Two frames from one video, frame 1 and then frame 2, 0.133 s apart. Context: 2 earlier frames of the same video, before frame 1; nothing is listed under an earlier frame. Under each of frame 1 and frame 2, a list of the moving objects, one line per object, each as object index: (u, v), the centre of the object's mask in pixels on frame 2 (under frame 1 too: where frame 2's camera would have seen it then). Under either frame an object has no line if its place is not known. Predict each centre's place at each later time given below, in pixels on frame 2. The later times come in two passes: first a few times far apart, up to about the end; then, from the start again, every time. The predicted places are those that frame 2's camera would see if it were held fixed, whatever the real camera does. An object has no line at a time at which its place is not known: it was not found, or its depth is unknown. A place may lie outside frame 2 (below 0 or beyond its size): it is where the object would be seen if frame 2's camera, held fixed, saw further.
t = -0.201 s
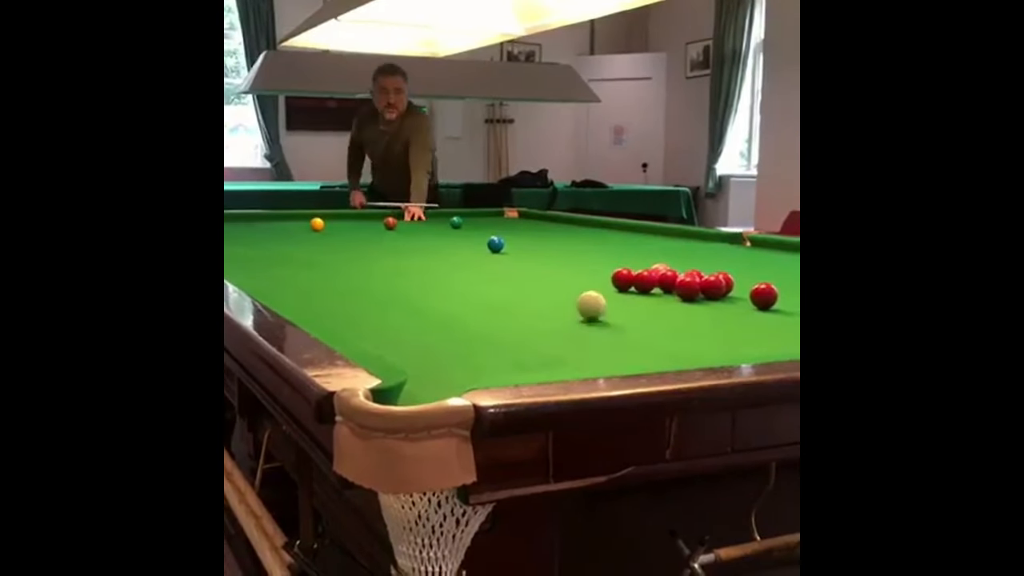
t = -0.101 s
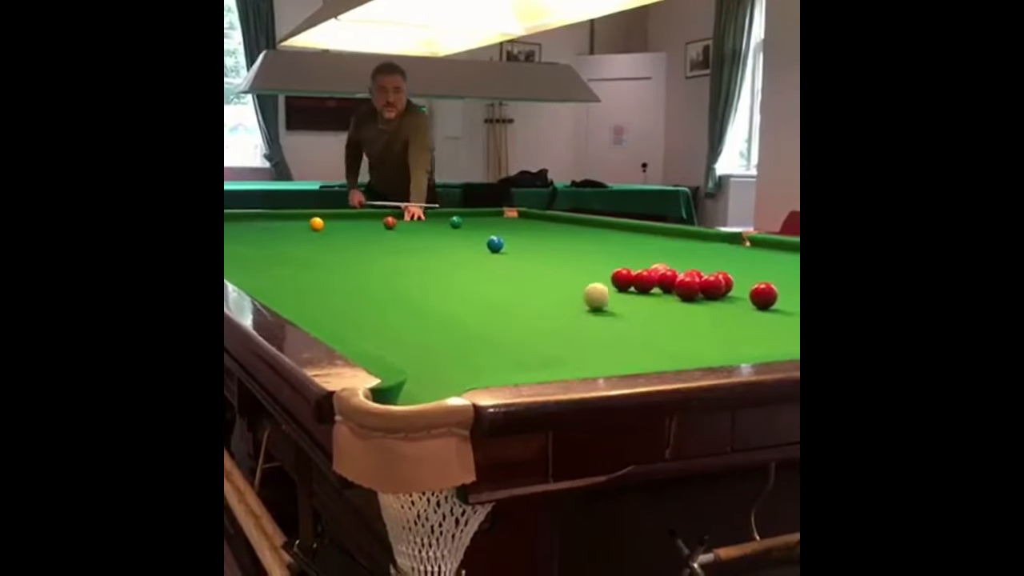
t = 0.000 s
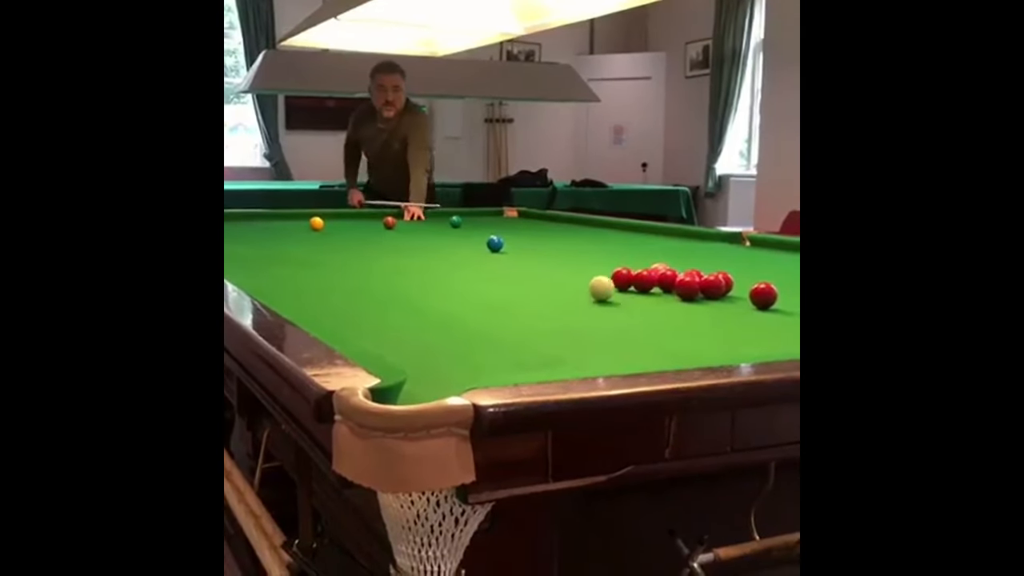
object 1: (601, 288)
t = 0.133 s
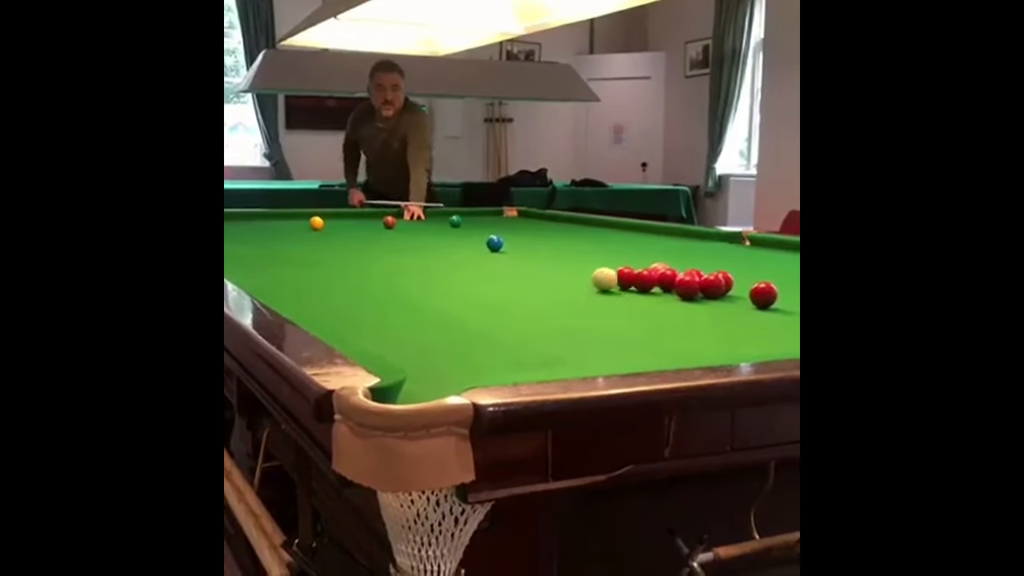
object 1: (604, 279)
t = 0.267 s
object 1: (580, 275)
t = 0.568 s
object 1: (540, 266)
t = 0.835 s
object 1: (511, 259)
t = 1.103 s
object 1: (486, 253)
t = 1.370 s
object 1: (466, 248)
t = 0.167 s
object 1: (597, 278)
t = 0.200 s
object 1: (591, 277)
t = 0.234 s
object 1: (585, 275)
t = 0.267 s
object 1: (580, 275)
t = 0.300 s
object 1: (575, 273)
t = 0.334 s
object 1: (571, 272)
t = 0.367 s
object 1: (566, 271)
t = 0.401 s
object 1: (561, 270)
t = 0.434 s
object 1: (557, 269)
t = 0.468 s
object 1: (553, 269)
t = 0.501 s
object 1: (548, 268)
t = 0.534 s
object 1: (544, 267)
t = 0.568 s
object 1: (540, 266)
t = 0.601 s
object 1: (536, 265)
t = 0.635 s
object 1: (532, 264)
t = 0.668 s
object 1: (528, 263)
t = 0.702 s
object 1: (525, 262)
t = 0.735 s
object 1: (521, 261)
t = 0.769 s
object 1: (518, 260)
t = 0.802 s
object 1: (514, 260)
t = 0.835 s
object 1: (511, 259)
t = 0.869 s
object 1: (508, 258)
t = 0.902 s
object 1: (504, 258)
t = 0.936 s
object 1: (501, 257)
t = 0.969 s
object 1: (498, 256)
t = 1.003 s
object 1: (496, 256)
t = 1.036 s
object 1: (493, 255)
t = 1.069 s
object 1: (489, 254)
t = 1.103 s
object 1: (486, 253)
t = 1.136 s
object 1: (484, 253)
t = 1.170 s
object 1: (481, 252)
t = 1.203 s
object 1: (478, 251)
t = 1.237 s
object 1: (476, 251)
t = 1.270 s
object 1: (474, 250)
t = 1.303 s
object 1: (472, 250)
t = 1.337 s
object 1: (469, 249)
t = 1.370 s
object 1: (466, 248)
